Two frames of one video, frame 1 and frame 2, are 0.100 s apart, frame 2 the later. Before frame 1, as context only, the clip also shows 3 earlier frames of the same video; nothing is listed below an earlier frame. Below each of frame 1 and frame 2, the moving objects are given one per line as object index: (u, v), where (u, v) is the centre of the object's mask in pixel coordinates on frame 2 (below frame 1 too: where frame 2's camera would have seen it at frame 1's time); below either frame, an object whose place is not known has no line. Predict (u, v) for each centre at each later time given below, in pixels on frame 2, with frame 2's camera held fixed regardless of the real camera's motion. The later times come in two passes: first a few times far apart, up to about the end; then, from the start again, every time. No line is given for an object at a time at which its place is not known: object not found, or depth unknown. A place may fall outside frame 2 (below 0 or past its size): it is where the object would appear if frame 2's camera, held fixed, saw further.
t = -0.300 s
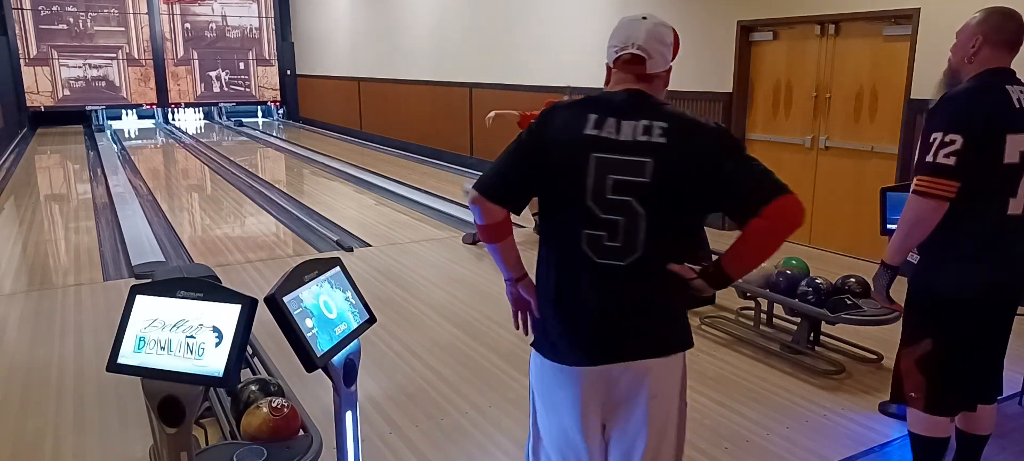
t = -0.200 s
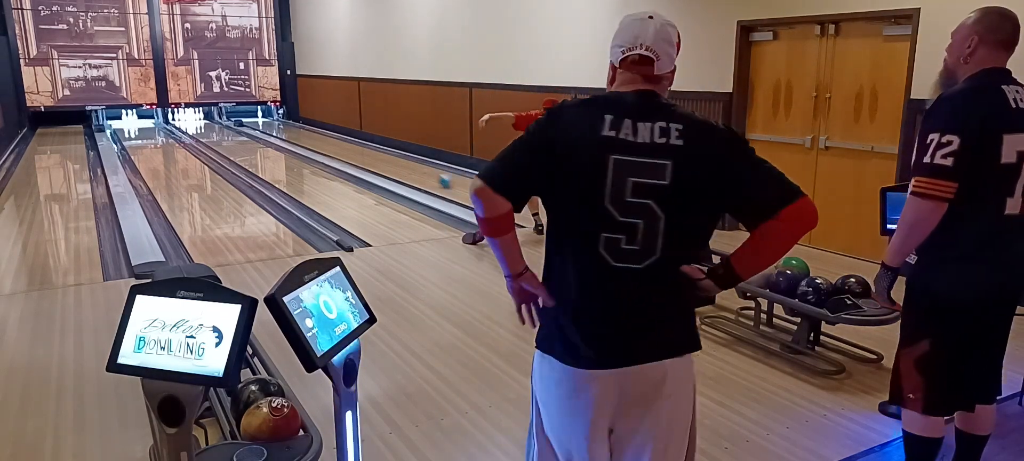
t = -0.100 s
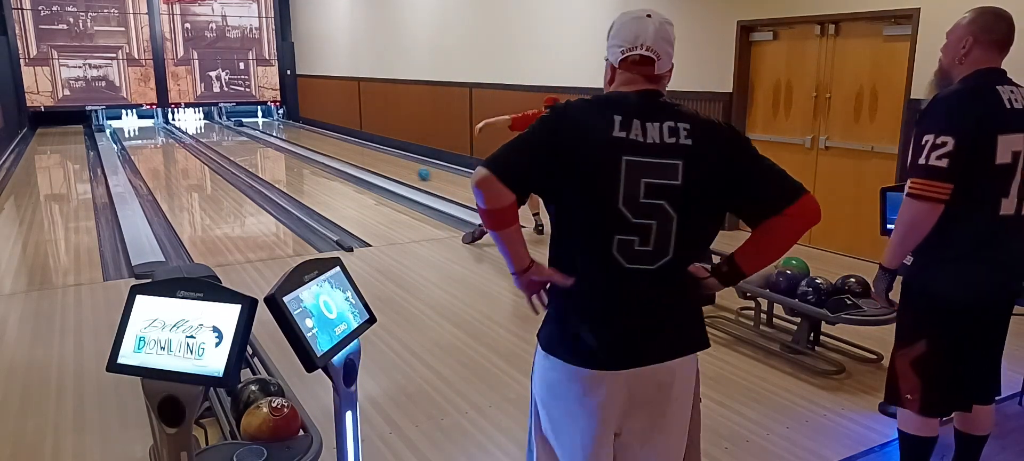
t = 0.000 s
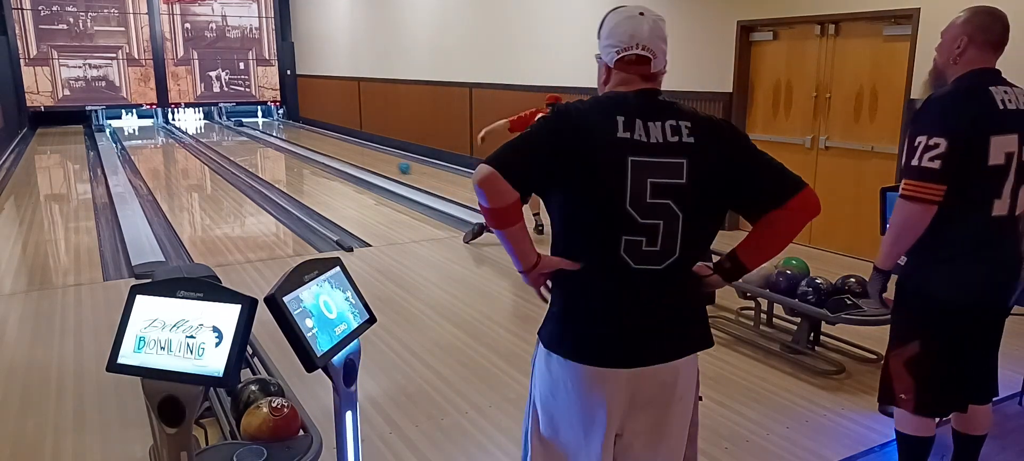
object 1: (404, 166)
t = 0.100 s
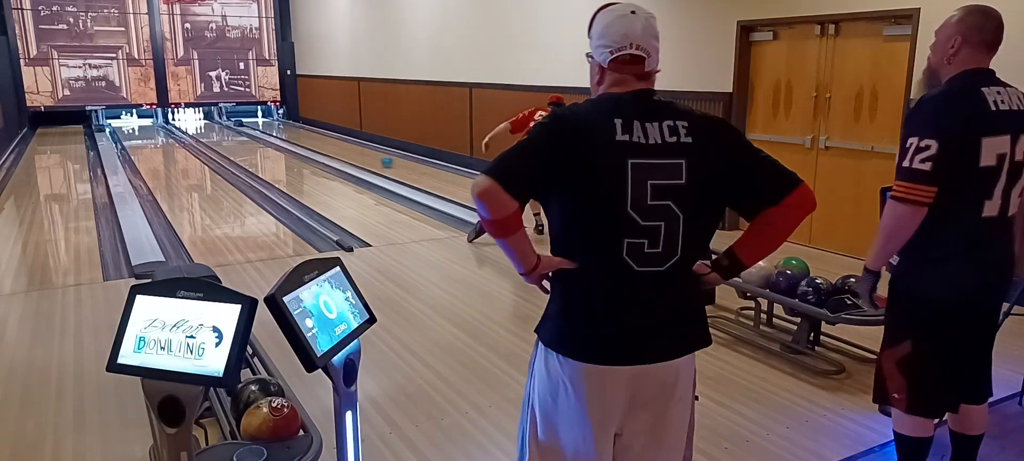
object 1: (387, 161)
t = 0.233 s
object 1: (366, 155)
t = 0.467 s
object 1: (336, 145)
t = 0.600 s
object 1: (322, 141)
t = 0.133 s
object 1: (382, 159)
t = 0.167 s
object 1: (377, 158)
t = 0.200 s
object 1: (371, 156)
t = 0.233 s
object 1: (366, 155)
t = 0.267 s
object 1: (362, 154)
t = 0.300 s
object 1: (356, 153)
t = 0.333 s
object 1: (352, 151)
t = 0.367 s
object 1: (348, 150)
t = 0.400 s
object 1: (344, 148)
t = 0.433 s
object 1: (340, 147)
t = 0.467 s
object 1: (336, 145)
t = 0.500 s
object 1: (333, 144)
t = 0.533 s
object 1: (329, 143)
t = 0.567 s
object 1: (326, 142)
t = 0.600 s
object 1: (322, 141)
